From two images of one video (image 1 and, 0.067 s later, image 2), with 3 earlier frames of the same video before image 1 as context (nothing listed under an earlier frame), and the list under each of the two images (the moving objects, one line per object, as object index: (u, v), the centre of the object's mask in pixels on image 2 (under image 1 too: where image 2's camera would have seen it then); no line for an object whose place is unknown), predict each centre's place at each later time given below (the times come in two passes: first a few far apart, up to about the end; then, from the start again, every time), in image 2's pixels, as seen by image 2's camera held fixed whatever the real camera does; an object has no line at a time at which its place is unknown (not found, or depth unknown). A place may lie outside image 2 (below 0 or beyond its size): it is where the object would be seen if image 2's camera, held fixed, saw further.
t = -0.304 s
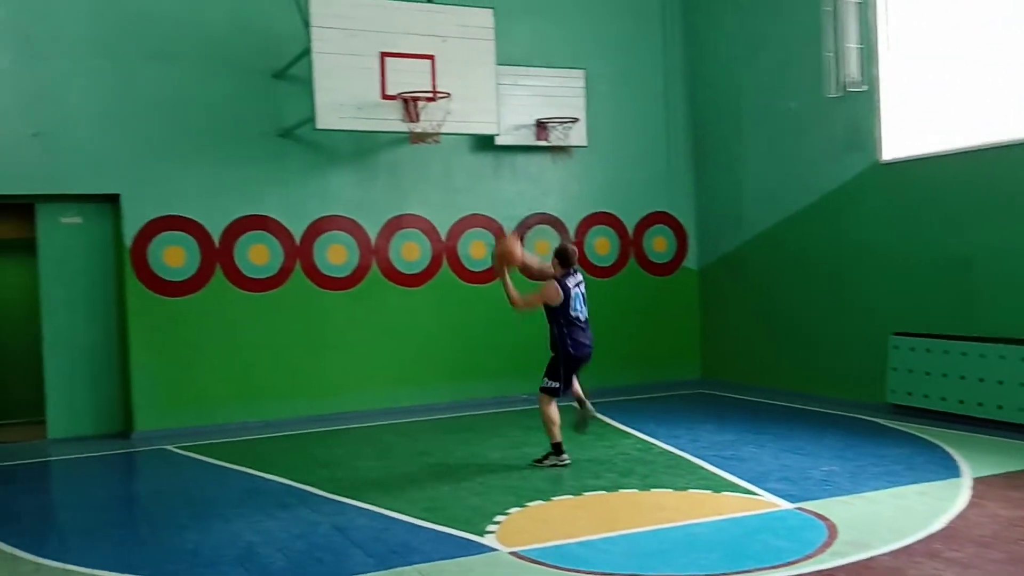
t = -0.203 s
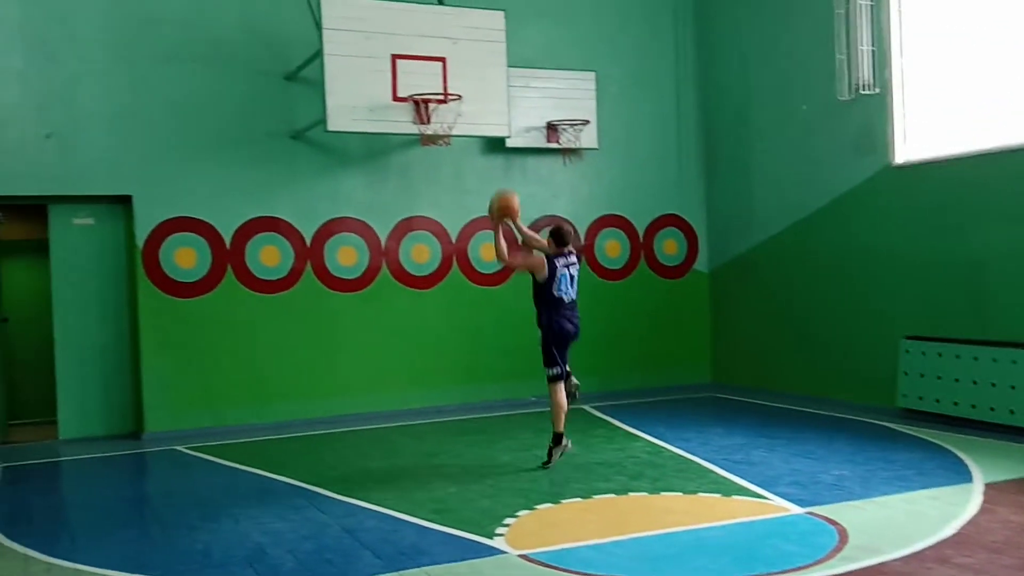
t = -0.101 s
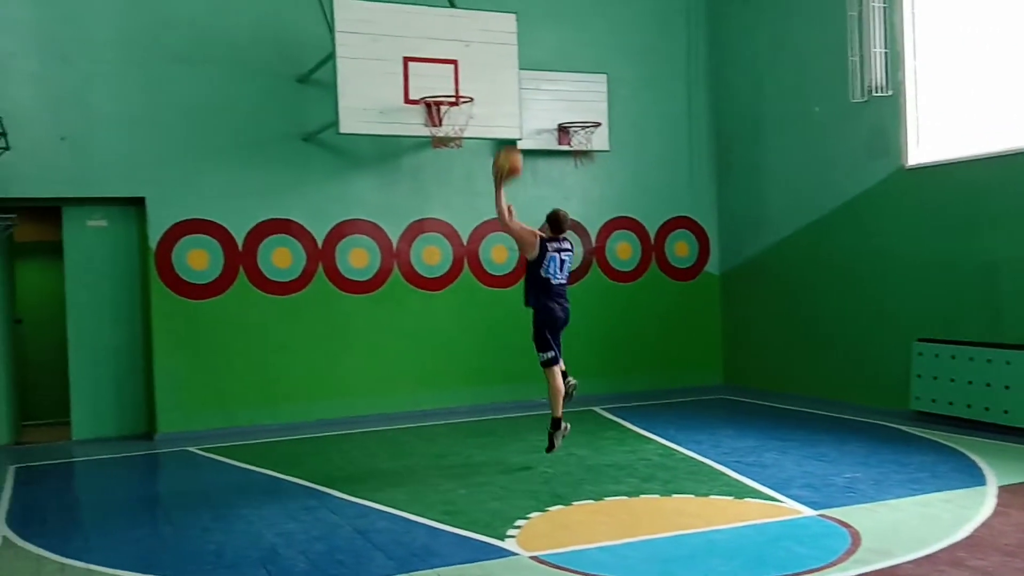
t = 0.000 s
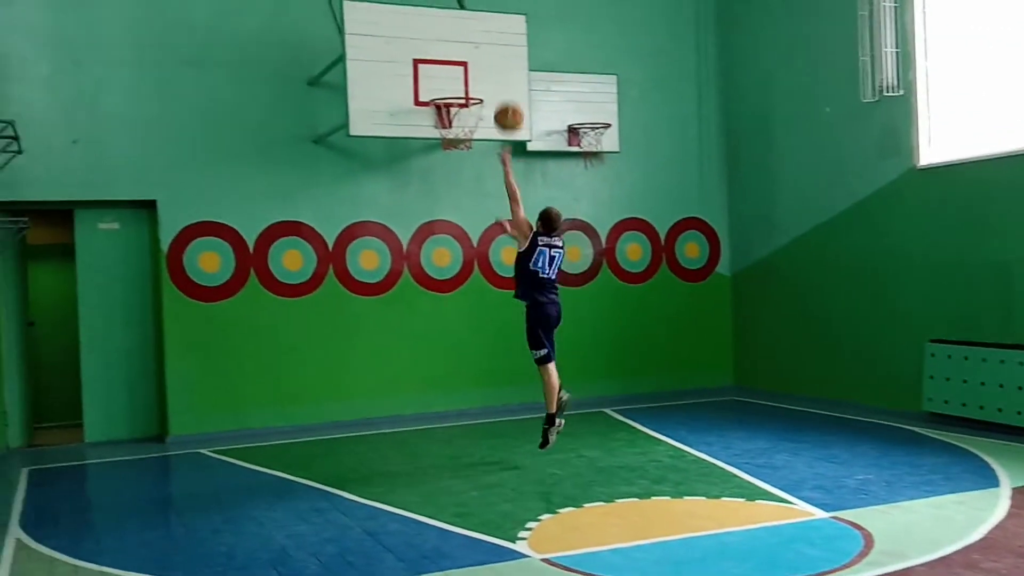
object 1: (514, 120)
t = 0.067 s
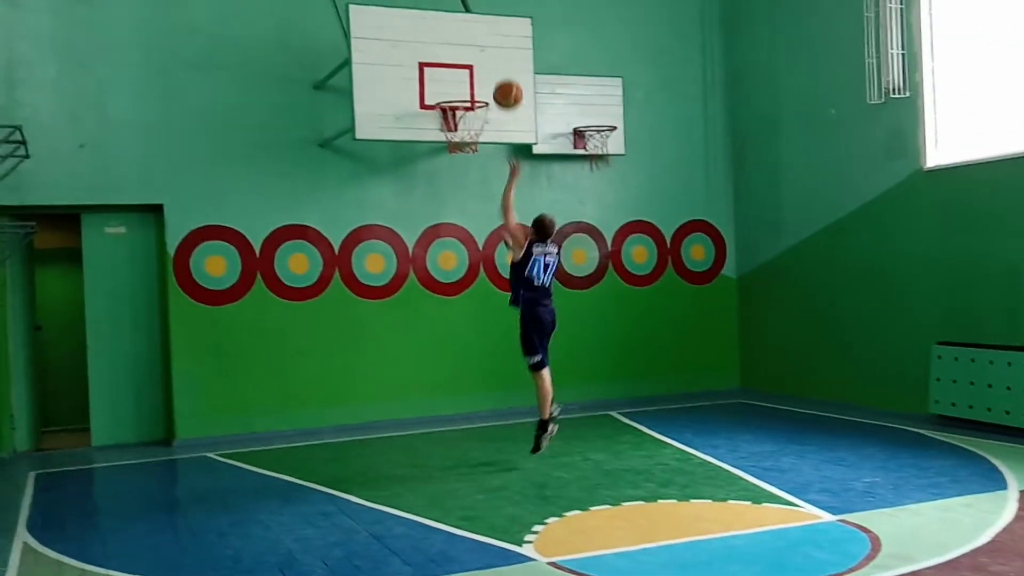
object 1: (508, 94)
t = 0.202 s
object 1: (496, 61)
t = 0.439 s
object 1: (478, 56)
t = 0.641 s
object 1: (466, 99)
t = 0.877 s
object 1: (457, 179)
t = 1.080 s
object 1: (455, 276)
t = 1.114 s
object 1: (456, 295)
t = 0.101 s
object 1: (504, 84)
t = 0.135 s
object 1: (501, 75)
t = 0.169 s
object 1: (499, 67)
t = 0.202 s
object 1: (496, 61)
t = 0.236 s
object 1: (493, 56)
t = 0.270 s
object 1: (490, 53)
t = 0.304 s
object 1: (488, 51)
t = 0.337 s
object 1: (485, 51)
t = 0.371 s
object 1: (483, 51)
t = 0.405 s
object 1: (480, 53)
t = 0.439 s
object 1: (478, 56)
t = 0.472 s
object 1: (476, 60)
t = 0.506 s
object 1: (474, 65)
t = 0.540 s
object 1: (472, 72)
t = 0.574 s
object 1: (470, 80)
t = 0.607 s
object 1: (468, 89)
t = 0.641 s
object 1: (466, 99)
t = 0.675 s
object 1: (464, 111)
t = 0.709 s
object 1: (463, 120)
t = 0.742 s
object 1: (462, 137)
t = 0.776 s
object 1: (460, 143)
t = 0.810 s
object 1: (459, 155)
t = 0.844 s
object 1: (458, 167)
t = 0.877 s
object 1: (457, 179)
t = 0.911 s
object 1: (457, 193)
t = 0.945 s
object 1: (456, 206)
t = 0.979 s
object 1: (456, 224)
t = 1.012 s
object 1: (454, 239)
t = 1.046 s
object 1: (453, 258)
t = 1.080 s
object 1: (455, 276)
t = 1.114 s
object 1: (456, 295)
